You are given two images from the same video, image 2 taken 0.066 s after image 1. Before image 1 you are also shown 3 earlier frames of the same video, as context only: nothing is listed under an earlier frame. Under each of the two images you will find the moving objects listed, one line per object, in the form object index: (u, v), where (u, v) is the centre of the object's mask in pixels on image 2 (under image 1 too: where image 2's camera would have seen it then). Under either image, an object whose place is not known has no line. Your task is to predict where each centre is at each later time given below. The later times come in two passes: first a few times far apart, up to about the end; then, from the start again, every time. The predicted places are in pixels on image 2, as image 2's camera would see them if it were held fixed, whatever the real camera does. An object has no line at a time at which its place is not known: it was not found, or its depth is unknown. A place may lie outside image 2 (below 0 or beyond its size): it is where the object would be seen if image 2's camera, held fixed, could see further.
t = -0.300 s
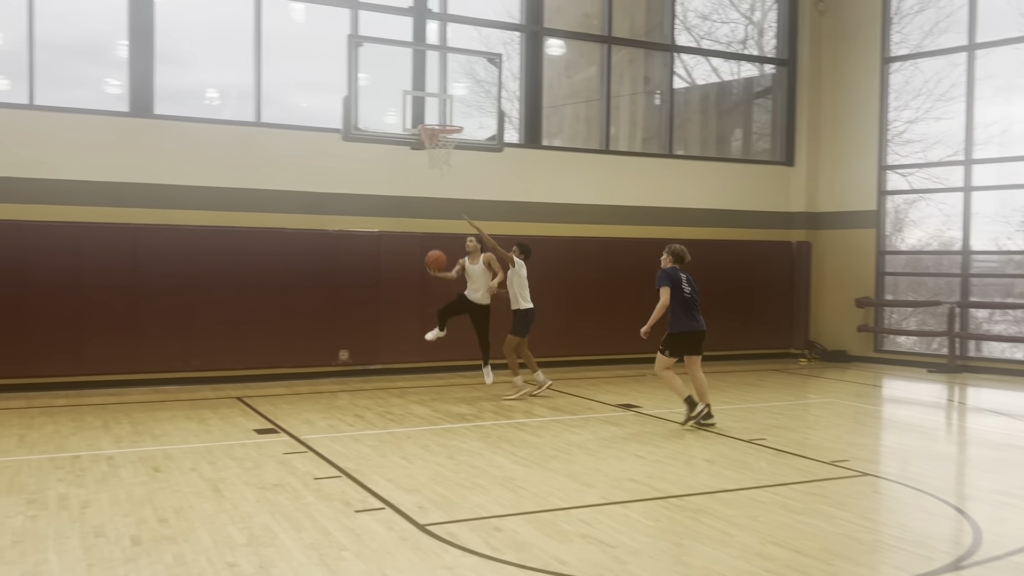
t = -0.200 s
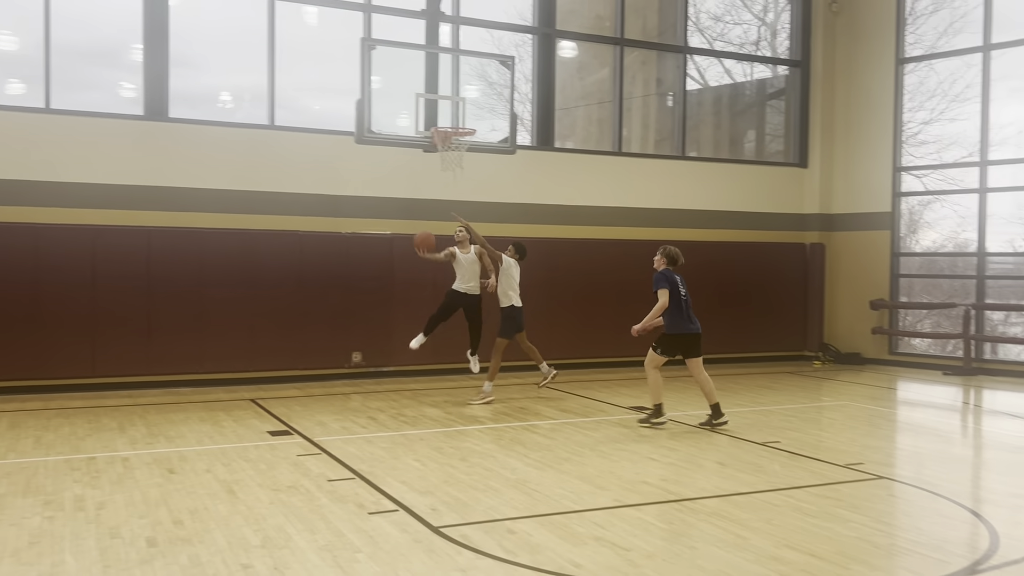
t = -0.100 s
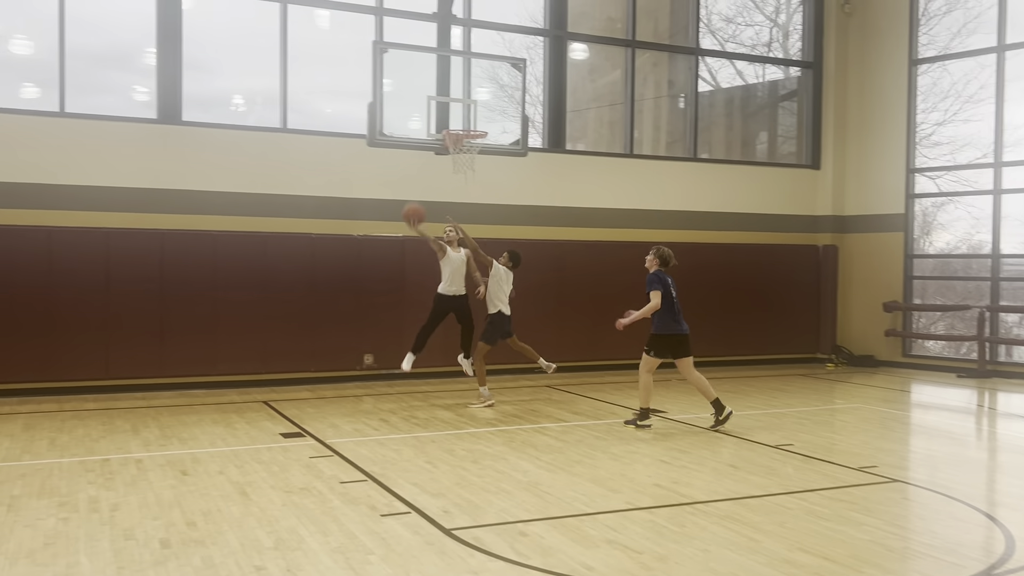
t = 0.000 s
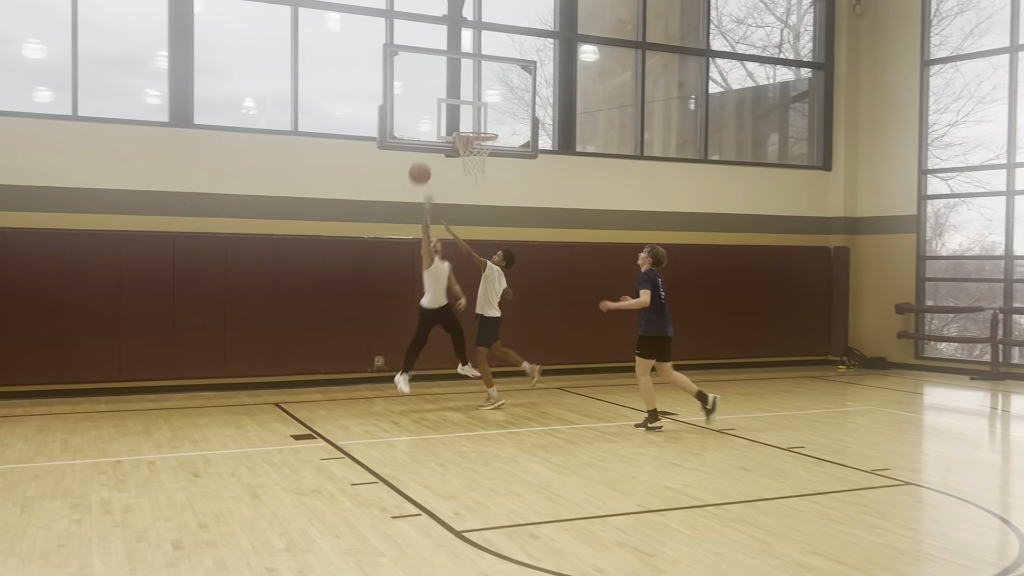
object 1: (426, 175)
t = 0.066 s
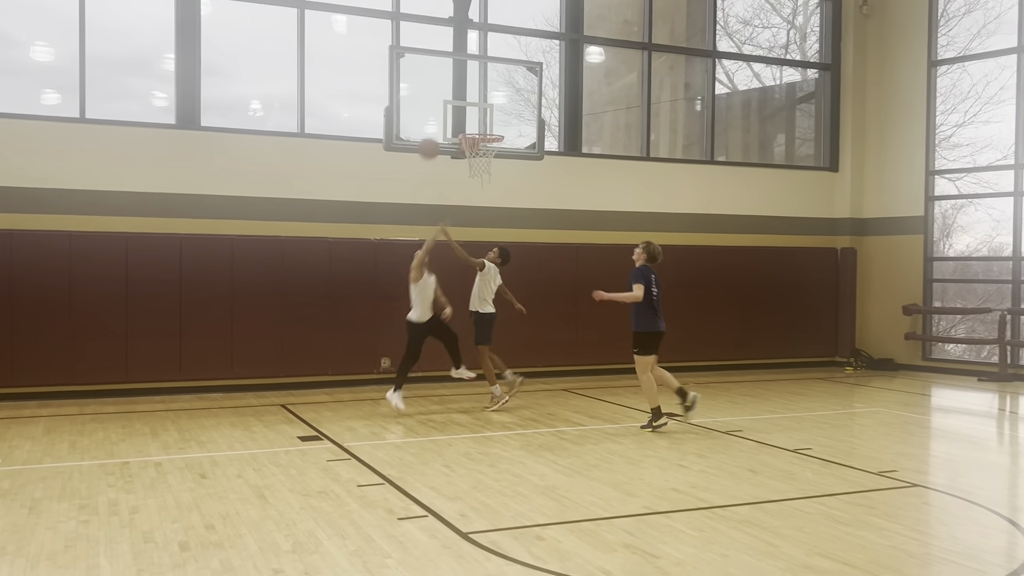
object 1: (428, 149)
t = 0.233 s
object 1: (438, 104)
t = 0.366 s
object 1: (450, 99)
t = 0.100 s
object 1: (430, 137)
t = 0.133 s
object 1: (432, 126)
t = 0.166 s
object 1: (433, 116)
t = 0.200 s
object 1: (435, 108)
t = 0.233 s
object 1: (438, 104)
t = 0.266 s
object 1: (441, 101)
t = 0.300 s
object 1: (444, 100)
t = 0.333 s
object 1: (447, 99)
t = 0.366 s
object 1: (450, 99)
